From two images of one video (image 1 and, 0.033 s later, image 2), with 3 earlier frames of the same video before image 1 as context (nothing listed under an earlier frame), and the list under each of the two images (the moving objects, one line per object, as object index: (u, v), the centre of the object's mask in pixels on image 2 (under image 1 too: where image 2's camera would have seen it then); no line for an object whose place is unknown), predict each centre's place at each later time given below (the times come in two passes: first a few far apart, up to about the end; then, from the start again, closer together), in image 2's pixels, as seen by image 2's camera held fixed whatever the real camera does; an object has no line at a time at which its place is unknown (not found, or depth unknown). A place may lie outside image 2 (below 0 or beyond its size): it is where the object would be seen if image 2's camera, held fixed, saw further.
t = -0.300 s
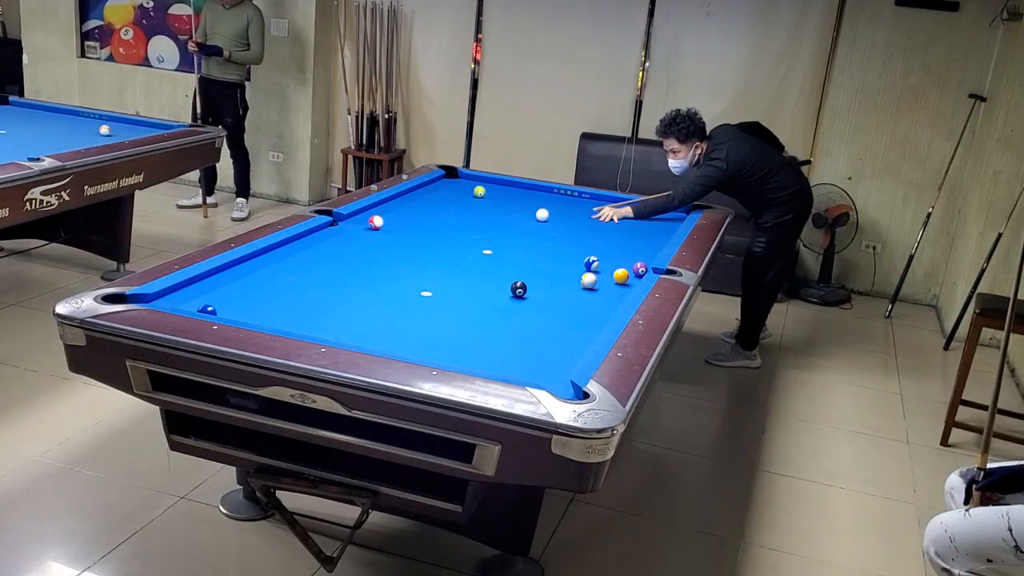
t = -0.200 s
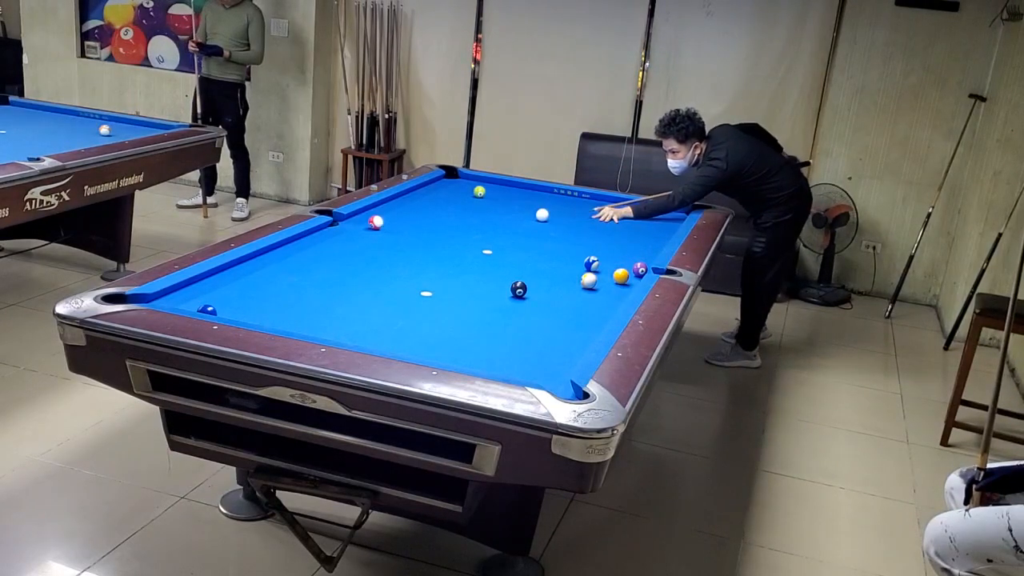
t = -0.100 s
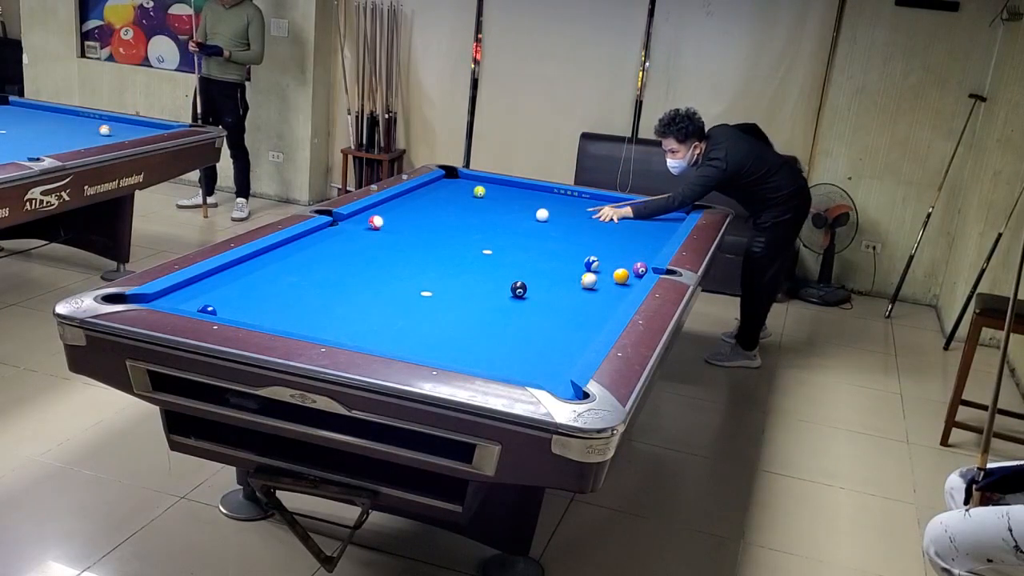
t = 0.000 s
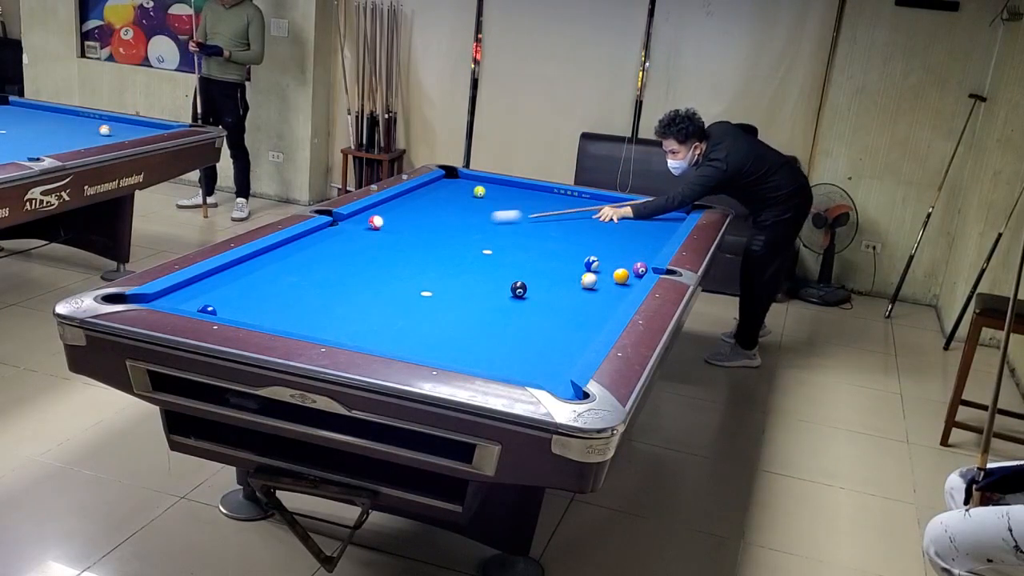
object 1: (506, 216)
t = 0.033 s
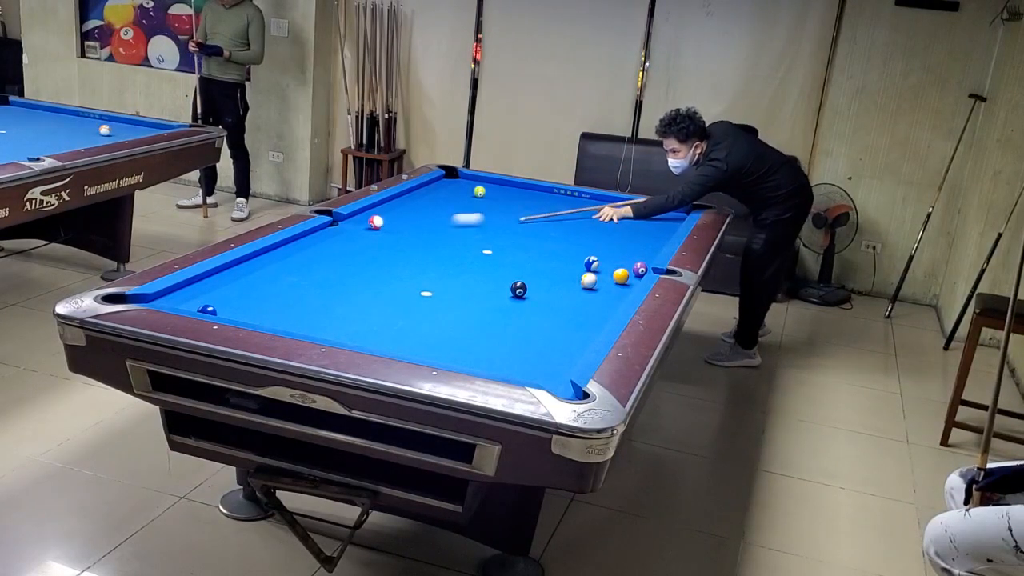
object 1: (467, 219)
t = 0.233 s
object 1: (312, 257)
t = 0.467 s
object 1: (220, 296)
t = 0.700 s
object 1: (328, 259)
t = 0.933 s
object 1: (399, 236)
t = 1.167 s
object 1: (455, 218)
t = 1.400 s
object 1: (502, 203)
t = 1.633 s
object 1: (542, 191)
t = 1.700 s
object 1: (548, 189)
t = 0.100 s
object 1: (390, 224)
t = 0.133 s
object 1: (370, 232)
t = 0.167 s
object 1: (352, 240)
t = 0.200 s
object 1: (332, 248)
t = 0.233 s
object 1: (312, 257)
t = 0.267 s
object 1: (289, 266)
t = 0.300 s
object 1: (266, 275)
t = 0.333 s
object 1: (240, 285)
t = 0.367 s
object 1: (213, 296)
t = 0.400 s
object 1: (187, 304)
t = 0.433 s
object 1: (199, 300)
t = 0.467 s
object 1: (220, 296)
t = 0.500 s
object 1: (239, 289)
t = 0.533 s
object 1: (256, 283)
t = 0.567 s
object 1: (273, 277)
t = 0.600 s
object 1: (288, 272)
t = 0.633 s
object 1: (302, 267)
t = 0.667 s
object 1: (316, 263)
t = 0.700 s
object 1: (328, 259)
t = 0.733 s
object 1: (340, 255)
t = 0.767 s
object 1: (351, 252)
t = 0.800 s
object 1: (361, 249)
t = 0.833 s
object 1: (371, 245)
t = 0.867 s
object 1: (380, 242)
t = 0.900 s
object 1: (390, 239)
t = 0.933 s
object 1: (399, 236)
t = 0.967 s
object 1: (408, 234)
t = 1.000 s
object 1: (416, 231)
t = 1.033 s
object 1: (425, 228)
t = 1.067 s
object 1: (433, 226)
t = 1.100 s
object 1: (440, 223)
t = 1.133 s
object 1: (448, 221)
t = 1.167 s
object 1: (455, 218)
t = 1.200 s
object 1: (462, 216)
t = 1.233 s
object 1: (470, 214)
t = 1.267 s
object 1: (477, 212)
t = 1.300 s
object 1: (483, 209)
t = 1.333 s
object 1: (489, 207)
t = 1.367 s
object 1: (496, 206)
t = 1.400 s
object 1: (502, 203)
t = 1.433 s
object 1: (508, 202)
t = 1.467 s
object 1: (514, 200)
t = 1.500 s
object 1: (520, 198)
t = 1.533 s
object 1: (525, 196)
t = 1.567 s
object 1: (531, 194)
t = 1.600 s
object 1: (536, 192)
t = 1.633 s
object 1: (542, 191)
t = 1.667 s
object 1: (546, 189)
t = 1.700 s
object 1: (548, 189)
